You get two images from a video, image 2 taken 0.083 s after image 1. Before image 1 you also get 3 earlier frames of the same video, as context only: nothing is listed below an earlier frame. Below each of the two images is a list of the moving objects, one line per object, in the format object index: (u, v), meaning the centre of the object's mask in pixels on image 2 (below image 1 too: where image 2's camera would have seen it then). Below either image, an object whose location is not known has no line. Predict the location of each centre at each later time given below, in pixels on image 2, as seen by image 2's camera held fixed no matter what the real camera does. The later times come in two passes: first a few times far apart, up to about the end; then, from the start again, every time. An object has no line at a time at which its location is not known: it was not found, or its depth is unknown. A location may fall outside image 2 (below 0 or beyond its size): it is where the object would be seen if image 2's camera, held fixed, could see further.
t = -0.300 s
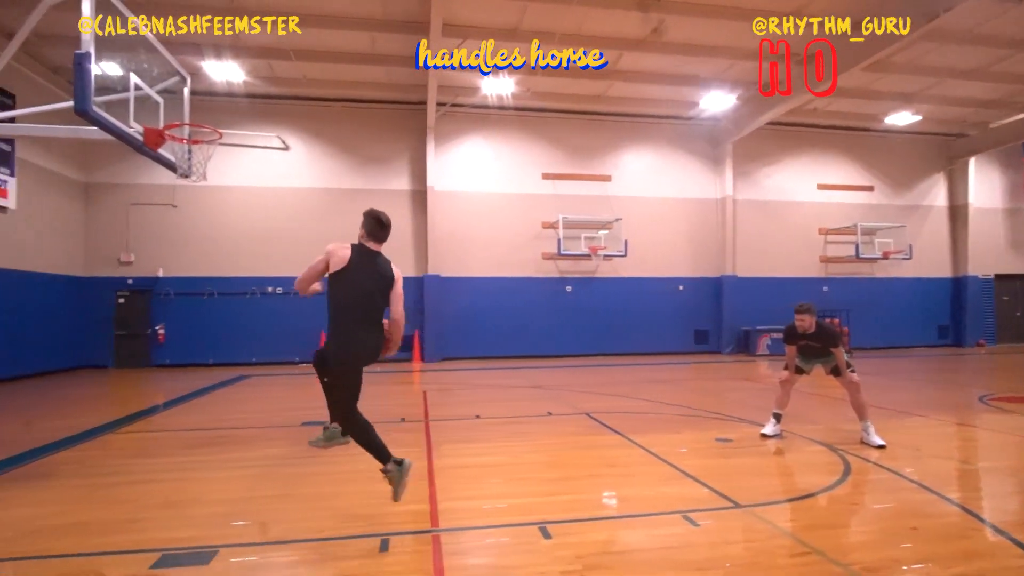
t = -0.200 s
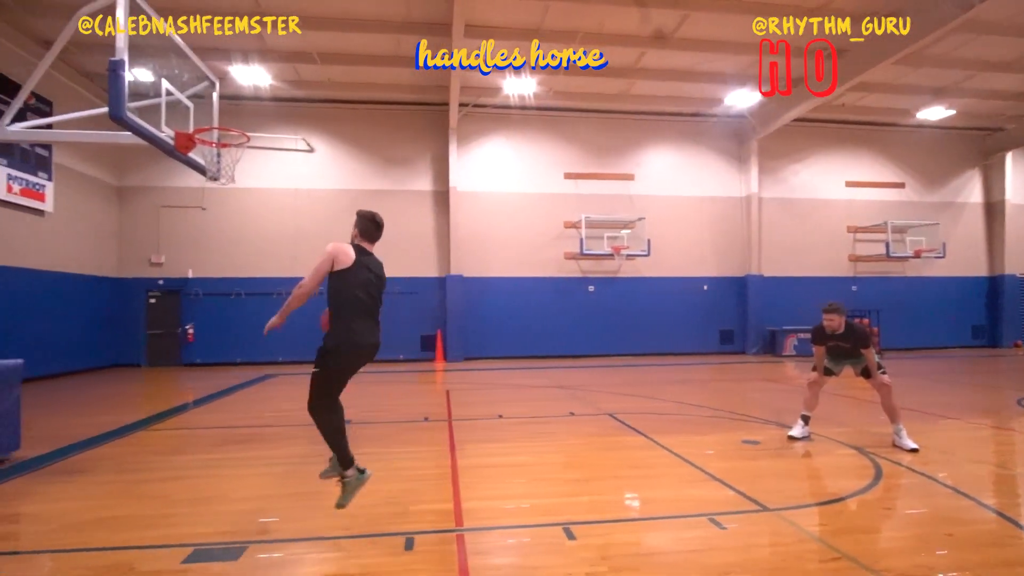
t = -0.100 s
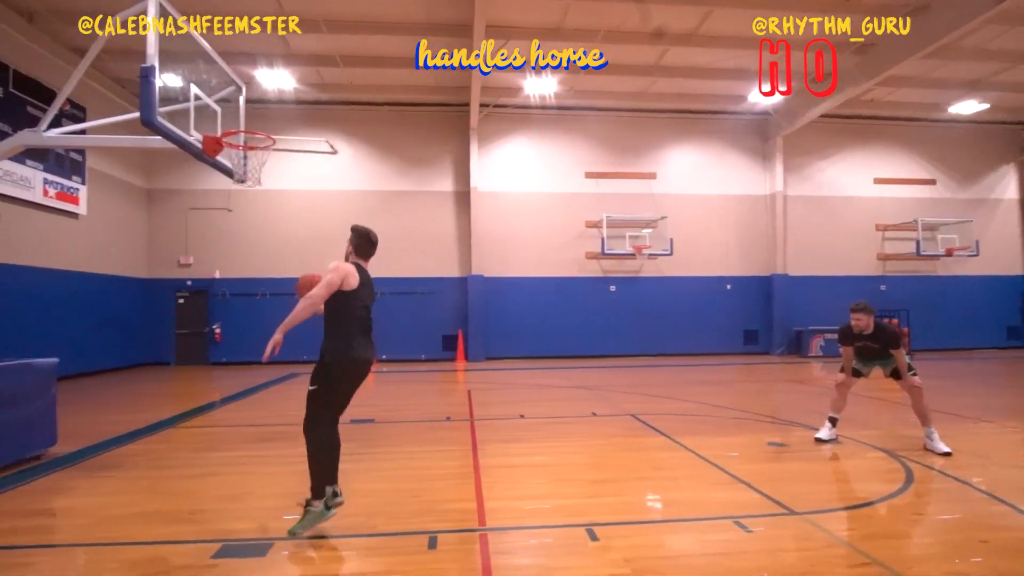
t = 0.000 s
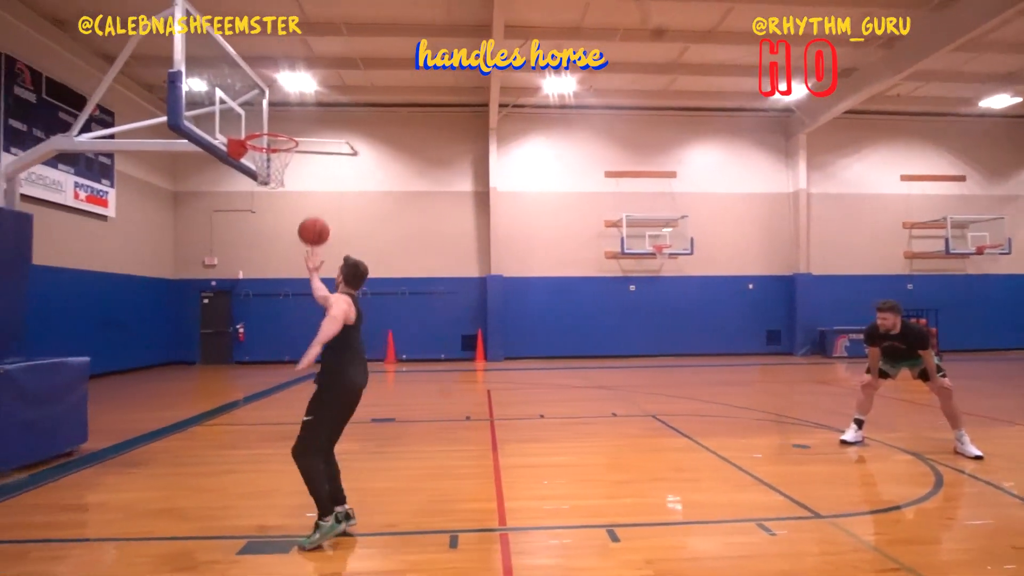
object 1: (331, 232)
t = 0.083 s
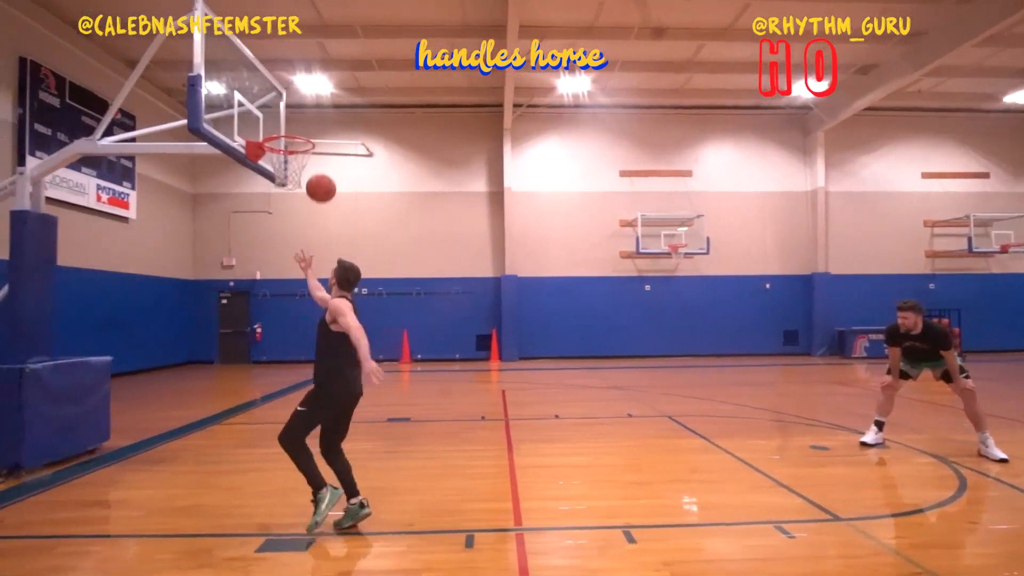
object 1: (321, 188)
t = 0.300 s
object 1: (299, 117)
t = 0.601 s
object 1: (271, 110)
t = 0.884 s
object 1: (285, 121)
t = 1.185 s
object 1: (299, 131)
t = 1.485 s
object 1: (281, 189)
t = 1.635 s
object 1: (275, 239)
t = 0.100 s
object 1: (319, 180)
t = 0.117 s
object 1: (317, 173)
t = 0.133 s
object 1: (316, 166)
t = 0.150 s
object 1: (314, 159)
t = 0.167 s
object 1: (312, 154)
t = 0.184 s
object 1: (310, 148)
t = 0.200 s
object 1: (309, 142)
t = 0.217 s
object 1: (307, 138)
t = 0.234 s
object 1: (305, 133)
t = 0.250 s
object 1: (304, 128)
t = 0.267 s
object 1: (303, 124)
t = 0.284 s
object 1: (301, 121)
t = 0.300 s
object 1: (299, 117)
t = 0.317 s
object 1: (297, 115)
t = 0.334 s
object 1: (296, 112)
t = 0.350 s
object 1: (294, 110)
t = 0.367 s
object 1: (293, 108)
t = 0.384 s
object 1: (291, 106)
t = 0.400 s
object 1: (289, 105)
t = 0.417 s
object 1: (288, 103)
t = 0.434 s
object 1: (287, 102)
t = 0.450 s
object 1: (285, 102)
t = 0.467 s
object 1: (283, 102)
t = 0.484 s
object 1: (282, 102)
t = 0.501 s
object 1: (281, 102)
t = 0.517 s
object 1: (279, 102)
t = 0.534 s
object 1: (277, 104)
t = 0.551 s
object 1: (275, 105)
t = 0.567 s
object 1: (274, 106)
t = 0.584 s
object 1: (272, 108)
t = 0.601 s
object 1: (271, 110)
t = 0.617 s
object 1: (269, 113)
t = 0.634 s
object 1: (268, 115)
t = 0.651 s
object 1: (267, 118)
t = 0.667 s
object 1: (265, 121)
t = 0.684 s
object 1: (263, 124)
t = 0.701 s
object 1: (262, 127)
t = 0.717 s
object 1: (260, 126)
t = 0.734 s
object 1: (258, 125)
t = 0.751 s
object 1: (261, 124)
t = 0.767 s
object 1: (264, 123)
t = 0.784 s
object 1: (267, 122)
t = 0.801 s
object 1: (270, 121)
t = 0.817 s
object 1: (273, 120)
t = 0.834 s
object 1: (276, 120)
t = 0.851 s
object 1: (279, 120)
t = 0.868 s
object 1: (283, 121)
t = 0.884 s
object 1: (285, 121)
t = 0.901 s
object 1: (288, 122)
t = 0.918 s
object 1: (291, 123)
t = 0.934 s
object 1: (294, 125)
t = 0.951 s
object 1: (298, 126)
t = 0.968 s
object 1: (300, 127)
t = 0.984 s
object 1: (303, 130)
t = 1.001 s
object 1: (306, 133)
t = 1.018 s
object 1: (308, 136)
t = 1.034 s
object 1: (308, 135)
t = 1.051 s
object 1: (307, 133)
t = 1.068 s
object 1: (306, 132)
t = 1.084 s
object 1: (305, 130)
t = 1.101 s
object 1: (304, 130)
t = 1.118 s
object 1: (303, 129)
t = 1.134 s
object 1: (303, 129)
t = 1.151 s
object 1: (301, 129)
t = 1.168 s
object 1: (300, 130)
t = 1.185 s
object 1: (299, 131)
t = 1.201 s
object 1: (298, 132)
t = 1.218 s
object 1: (297, 133)
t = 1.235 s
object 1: (296, 135)
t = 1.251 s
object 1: (295, 137)
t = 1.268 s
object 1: (293, 139)
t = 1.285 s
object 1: (293, 141)
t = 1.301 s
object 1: (292, 143)
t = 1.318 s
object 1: (290, 147)
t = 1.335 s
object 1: (289, 149)
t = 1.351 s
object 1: (288, 152)
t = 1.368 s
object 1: (287, 157)
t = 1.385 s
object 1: (286, 160)
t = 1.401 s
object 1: (284, 164)
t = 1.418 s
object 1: (284, 169)
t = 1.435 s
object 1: (283, 173)
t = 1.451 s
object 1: (282, 177)
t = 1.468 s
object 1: (282, 184)
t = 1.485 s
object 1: (281, 189)
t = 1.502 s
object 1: (280, 191)
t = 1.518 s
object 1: (280, 196)
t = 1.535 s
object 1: (279, 201)
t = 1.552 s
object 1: (278, 206)
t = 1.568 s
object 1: (278, 212)
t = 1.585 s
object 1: (277, 218)
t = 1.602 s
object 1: (276, 224)
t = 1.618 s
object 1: (275, 231)
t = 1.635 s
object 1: (275, 239)
